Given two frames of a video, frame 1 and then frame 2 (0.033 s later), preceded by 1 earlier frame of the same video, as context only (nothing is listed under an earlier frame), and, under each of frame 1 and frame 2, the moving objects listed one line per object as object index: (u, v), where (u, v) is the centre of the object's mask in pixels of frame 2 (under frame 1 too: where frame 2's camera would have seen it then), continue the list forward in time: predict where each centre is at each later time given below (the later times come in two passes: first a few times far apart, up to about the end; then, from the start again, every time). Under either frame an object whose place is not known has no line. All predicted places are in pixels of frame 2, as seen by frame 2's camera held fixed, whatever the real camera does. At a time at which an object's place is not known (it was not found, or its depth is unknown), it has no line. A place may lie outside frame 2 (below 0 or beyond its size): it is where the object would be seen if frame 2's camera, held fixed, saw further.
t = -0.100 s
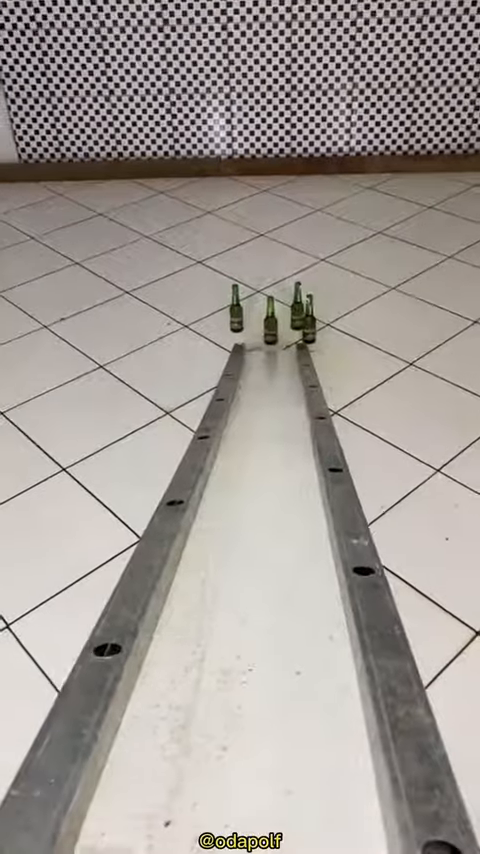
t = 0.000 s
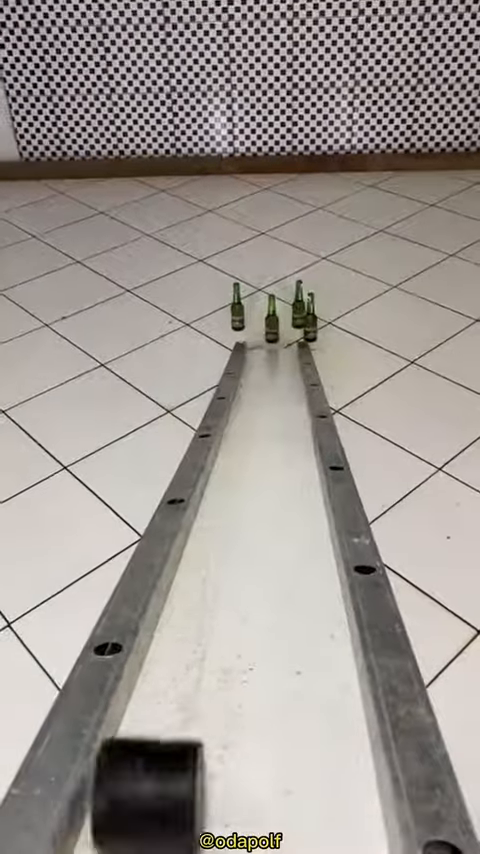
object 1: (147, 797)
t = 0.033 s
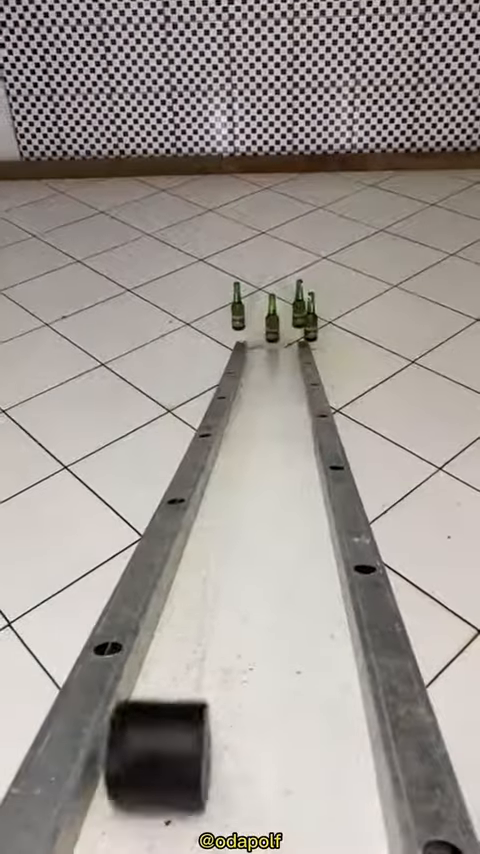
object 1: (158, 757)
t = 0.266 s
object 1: (198, 555)
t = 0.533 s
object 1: (234, 440)
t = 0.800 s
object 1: (264, 378)
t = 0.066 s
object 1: (166, 721)
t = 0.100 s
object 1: (174, 687)
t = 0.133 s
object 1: (180, 655)
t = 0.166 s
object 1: (185, 627)
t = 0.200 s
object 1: (188, 600)
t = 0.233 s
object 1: (192, 577)
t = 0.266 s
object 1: (198, 555)
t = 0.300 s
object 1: (204, 537)
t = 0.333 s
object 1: (209, 518)
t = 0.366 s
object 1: (215, 502)
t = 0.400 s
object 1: (218, 487)
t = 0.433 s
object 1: (222, 475)
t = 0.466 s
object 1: (225, 461)
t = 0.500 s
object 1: (228, 450)
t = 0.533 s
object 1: (234, 440)
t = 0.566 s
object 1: (237, 429)
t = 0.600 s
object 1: (242, 420)
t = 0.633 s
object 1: (245, 412)
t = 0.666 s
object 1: (249, 405)
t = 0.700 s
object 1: (252, 397)
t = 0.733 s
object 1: (256, 389)
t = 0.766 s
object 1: (261, 383)
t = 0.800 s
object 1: (264, 378)
